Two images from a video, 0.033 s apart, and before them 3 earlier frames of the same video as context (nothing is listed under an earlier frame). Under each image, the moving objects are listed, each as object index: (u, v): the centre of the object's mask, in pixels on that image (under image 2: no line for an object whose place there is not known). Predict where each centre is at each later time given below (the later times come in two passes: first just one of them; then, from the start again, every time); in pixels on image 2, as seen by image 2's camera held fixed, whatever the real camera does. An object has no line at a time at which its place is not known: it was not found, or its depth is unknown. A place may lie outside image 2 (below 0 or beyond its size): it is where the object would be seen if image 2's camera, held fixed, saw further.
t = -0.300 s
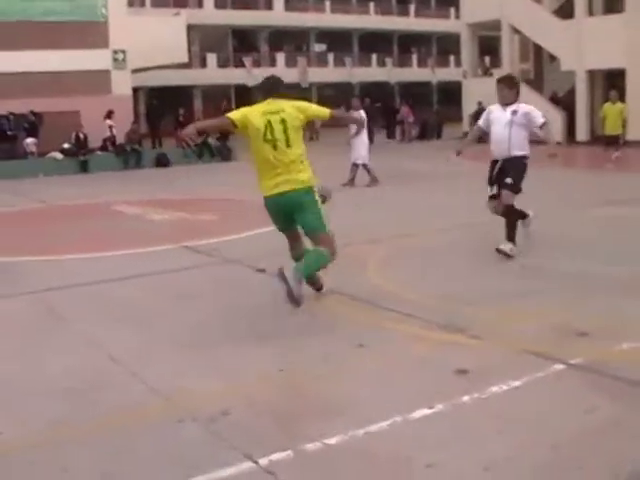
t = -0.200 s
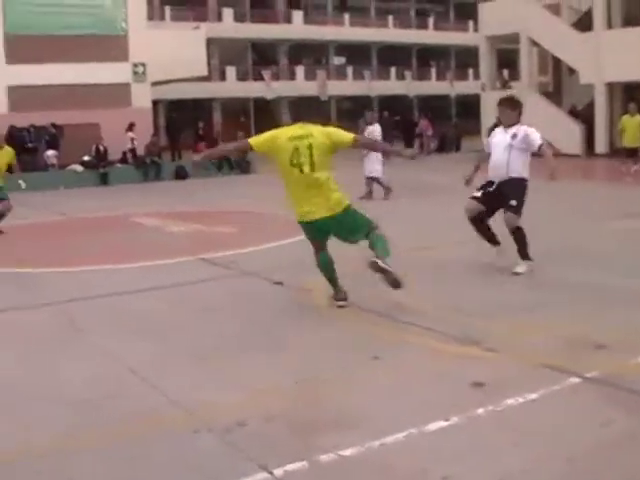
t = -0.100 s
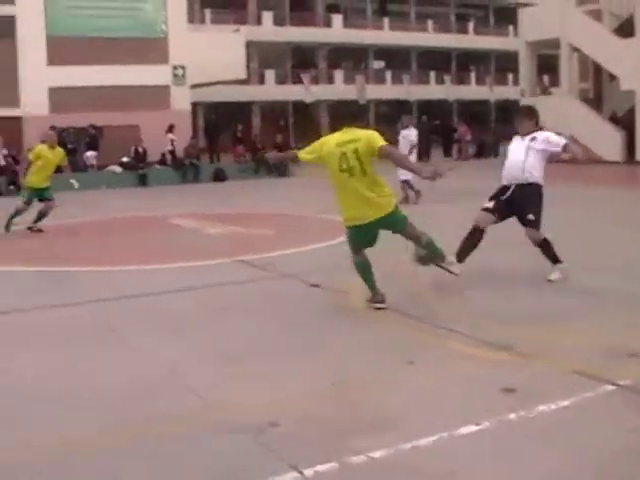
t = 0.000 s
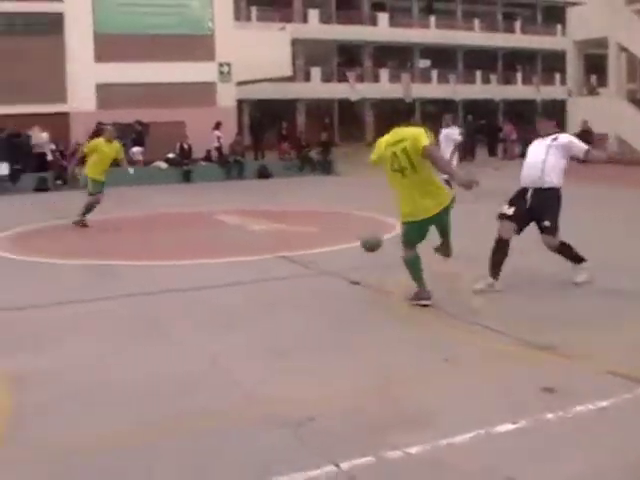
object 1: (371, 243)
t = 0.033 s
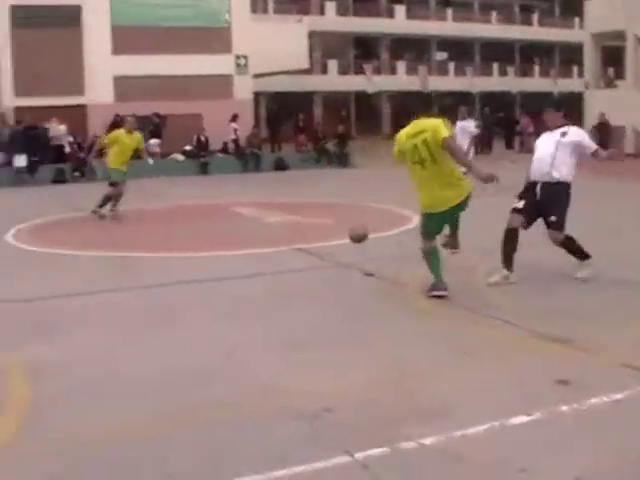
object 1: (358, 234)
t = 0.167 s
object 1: (256, 240)
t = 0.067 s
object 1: (330, 234)
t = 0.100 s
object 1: (304, 234)
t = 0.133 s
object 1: (279, 237)
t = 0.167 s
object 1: (256, 240)
